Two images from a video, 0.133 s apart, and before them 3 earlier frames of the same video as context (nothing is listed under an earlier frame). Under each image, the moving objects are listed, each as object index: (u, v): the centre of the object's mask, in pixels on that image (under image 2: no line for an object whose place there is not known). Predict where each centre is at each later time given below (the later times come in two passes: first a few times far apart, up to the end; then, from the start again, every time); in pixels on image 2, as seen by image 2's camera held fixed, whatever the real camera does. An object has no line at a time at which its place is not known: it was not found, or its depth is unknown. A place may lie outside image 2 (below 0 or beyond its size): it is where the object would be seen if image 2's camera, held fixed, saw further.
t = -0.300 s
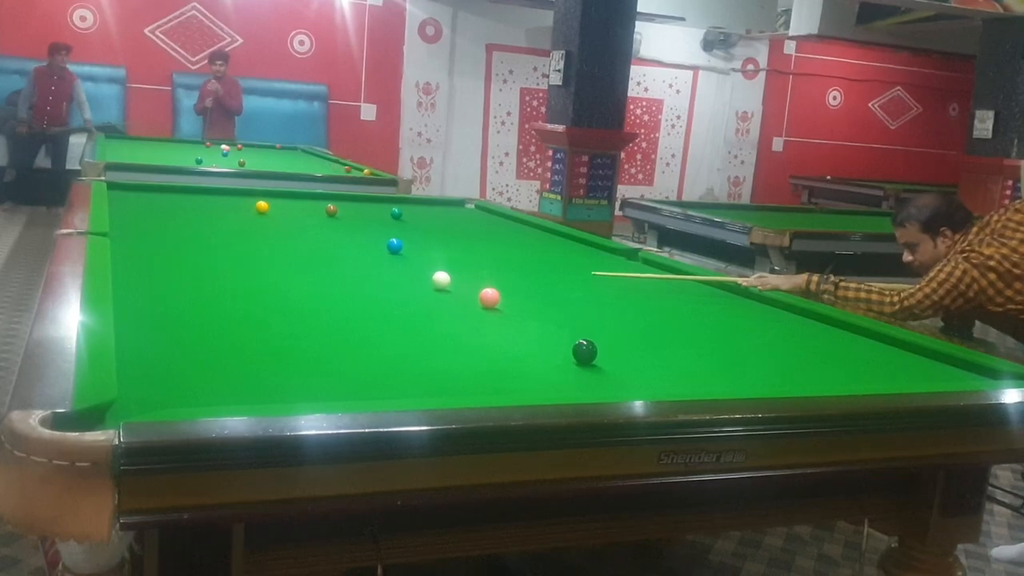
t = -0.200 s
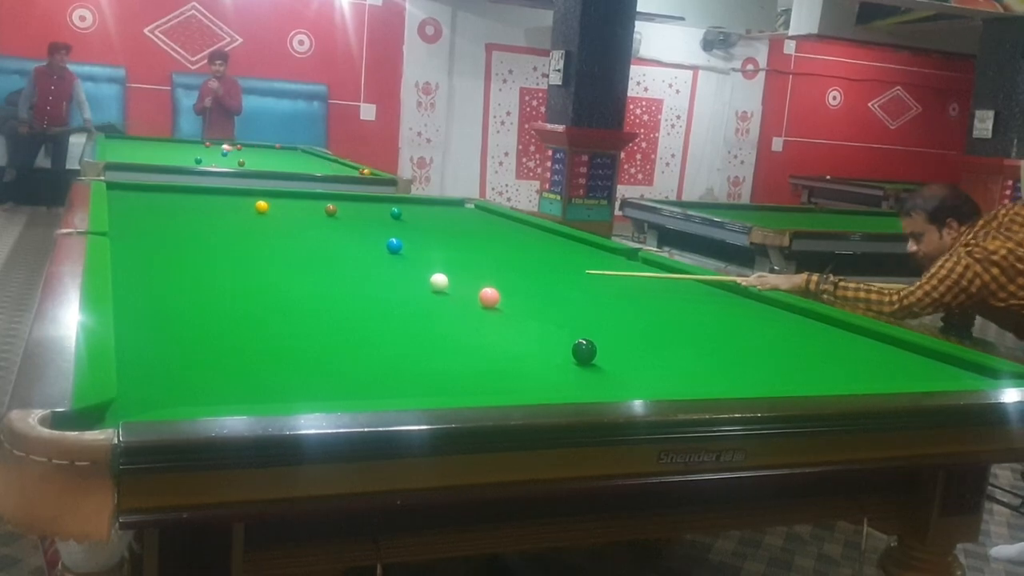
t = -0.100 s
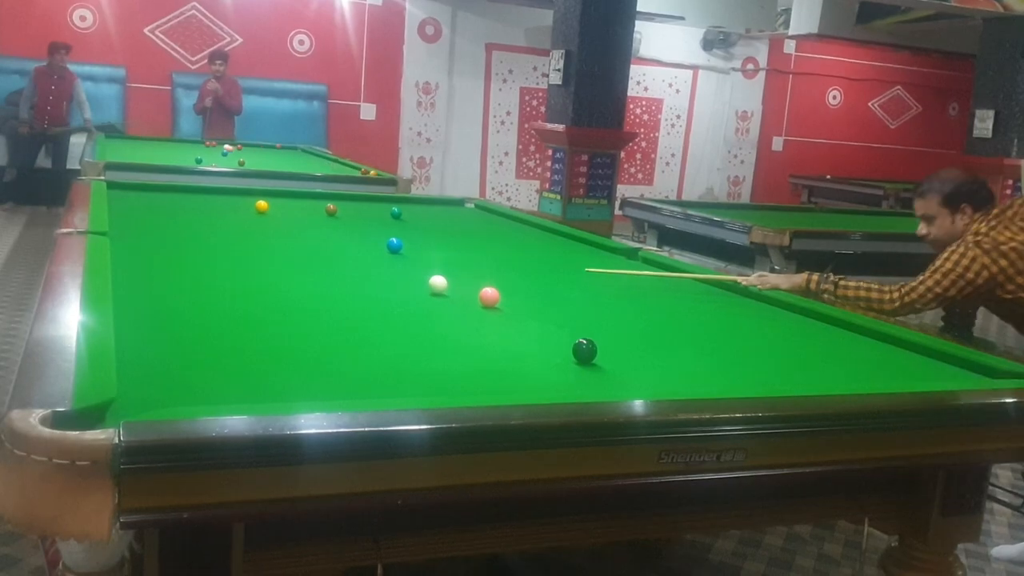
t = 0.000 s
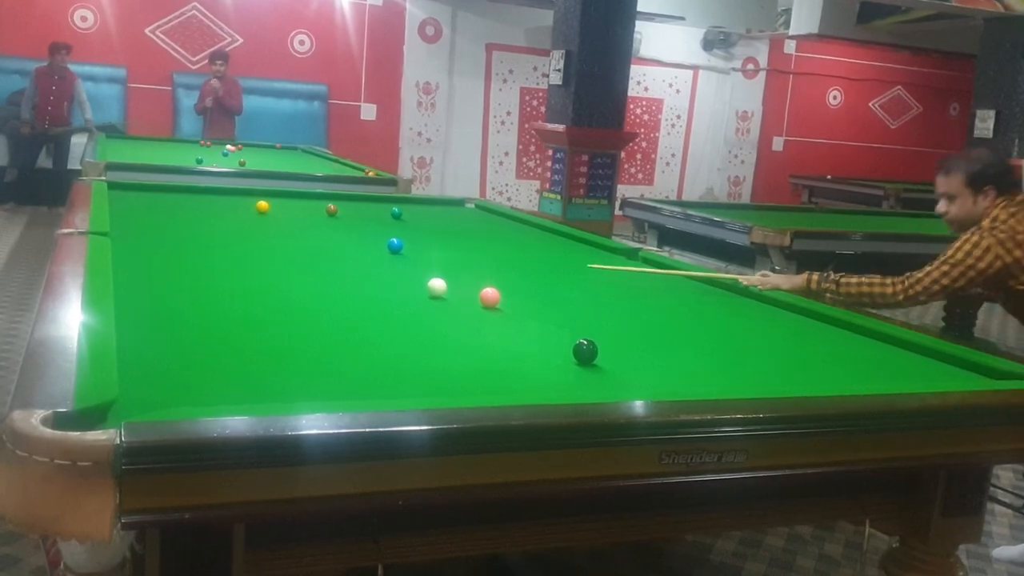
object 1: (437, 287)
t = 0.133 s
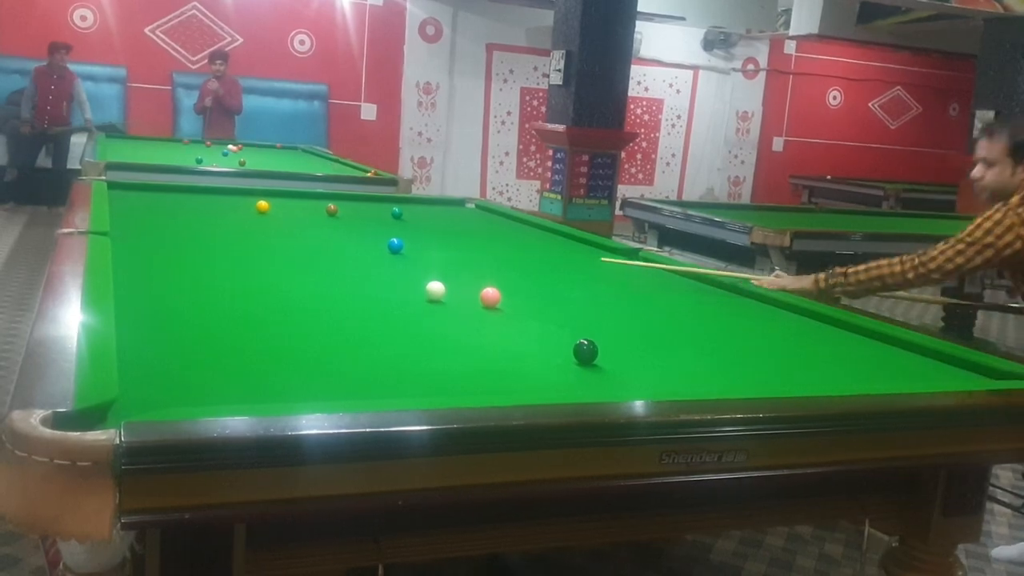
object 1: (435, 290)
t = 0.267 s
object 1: (433, 294)
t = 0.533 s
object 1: (430, 300)
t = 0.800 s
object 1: (428, 307)
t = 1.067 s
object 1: (426, 313)
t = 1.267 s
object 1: (426, 318)
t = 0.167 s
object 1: (435, 291)
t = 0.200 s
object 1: (434, 292)
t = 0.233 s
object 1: (434, 293)
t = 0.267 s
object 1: (433, 294)
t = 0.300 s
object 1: (433, 294)
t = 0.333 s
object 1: (433, 295)
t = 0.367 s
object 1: (432, 296)
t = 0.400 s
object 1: (432, 297)
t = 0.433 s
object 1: (432, 298)
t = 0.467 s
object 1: (431, 299)
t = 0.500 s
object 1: (431, 299)
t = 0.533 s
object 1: (430, 300)
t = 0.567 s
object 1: (430, 301)
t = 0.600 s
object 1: (430, 302)
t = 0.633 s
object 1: (429, 303)
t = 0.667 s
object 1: (429, 304)
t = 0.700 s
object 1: (429, 304)
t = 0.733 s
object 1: (429, 305)
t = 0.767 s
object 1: (428, 306)
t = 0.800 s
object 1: (428, 307)
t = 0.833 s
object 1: (427, 308)
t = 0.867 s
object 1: (427, 308)
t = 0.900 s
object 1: (427, 309)
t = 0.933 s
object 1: (427, 310)
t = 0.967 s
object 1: (426, 311)
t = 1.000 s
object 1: (426, 312)
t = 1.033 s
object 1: (426, 312)
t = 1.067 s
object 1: (426, 313)
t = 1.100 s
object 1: (426, 314)
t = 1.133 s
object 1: (426, 315)
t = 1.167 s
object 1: (426, 316)
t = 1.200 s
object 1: (426, 316)
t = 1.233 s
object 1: (426, 317)
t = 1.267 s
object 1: (426, 318)
